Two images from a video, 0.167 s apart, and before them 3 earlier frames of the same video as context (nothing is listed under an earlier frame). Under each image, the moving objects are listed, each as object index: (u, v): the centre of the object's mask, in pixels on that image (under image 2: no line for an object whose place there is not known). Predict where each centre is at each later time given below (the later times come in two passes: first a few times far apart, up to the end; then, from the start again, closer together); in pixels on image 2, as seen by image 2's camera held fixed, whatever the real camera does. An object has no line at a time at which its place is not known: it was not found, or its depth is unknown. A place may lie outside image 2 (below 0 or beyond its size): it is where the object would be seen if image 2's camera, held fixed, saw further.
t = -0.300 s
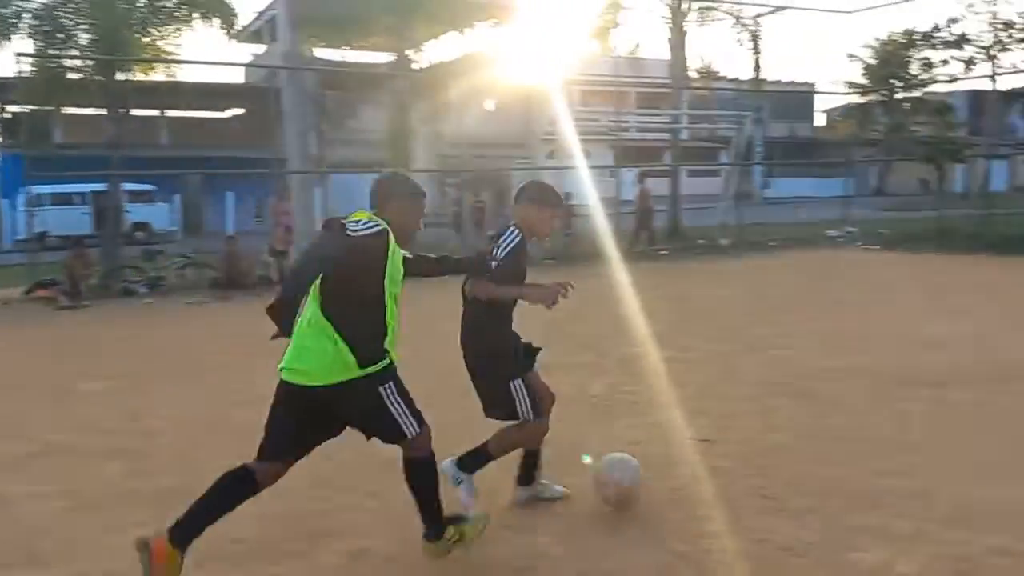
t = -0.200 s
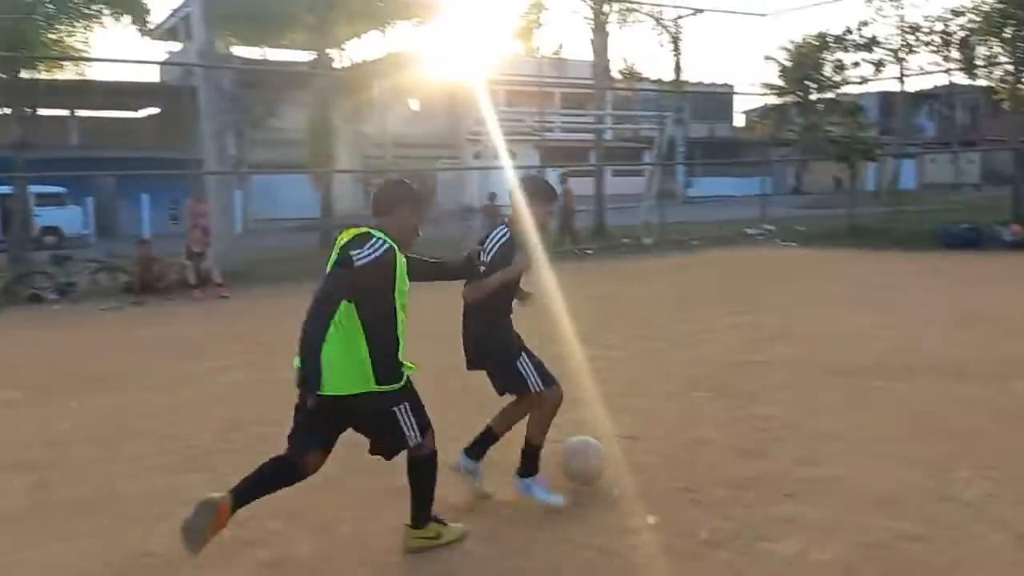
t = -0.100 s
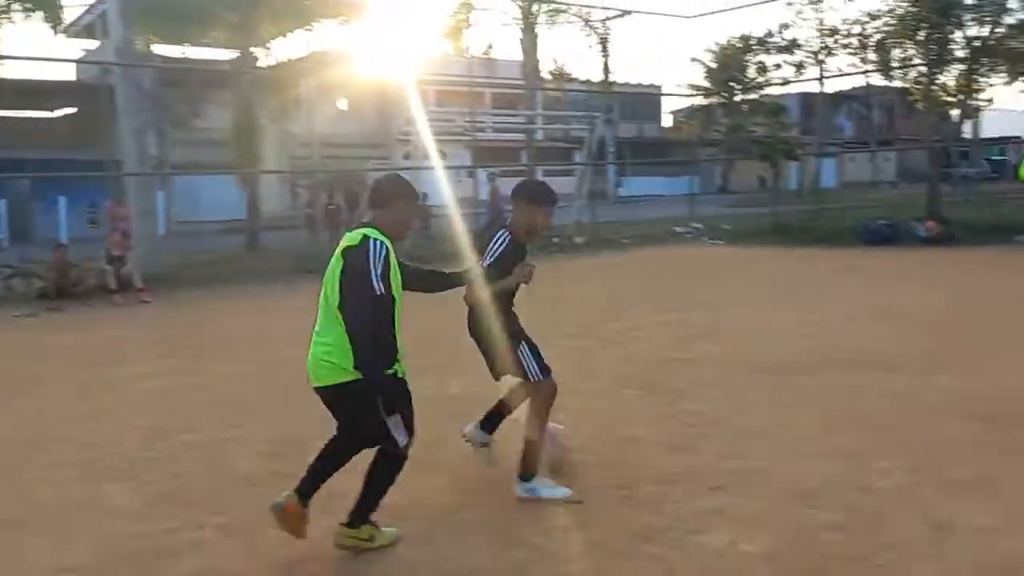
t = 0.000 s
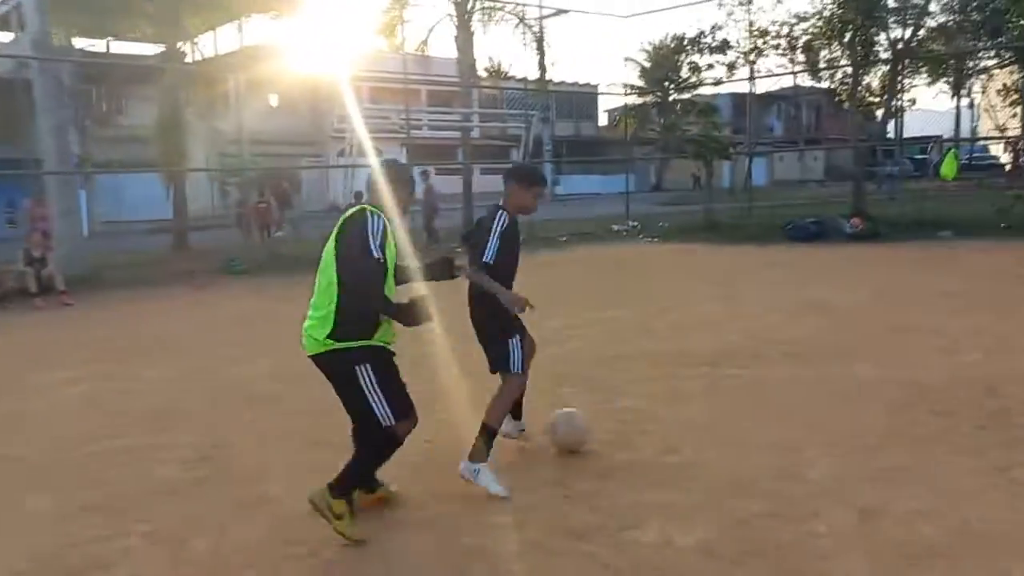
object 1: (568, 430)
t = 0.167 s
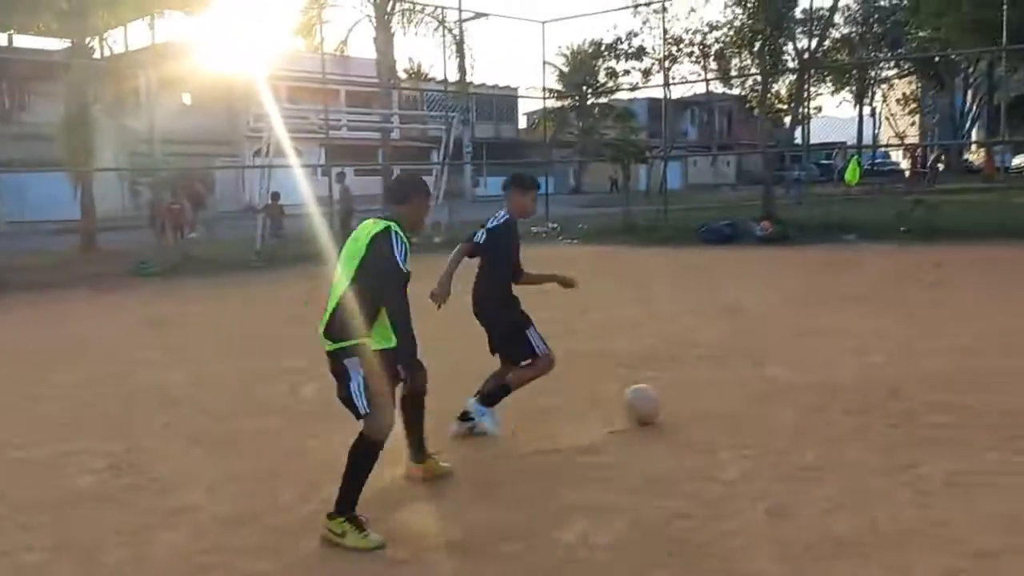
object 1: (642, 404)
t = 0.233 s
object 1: (687, 395)
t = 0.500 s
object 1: (797, 360)
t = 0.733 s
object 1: (871, 342)
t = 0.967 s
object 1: (936, 328)
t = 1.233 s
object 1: (999, 314)
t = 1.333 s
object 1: (1018, 311)
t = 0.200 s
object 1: (666, 399)
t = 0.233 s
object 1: (687, 395)
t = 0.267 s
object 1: (706, 390)
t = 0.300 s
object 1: (725, 385)
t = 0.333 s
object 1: (736, 380)
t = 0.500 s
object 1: (797, 360)
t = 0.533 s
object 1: (809, 356)
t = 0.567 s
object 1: (820, 352)
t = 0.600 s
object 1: (831, 348)
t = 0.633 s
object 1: (842, 345)
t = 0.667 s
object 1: (853, 344)
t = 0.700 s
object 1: (863, 345)
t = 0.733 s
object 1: (871, 342)
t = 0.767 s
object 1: (881, 338)
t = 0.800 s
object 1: (890, 334)
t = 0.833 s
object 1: (899, 332)
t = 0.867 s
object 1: (908, 332)
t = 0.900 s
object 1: (917, 332)
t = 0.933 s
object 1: (926, 330)
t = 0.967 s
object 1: (936, 328)
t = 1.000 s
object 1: (945, 327)
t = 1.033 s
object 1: (953, 325)
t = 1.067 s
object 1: (961, 323)
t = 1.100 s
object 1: (969, 321)
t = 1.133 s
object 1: (977, 319)
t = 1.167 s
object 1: (984, 317)
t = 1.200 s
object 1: (991, 316)
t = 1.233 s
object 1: (999, 314)
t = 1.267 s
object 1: (1005, 313)
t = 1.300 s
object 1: (1012, 312)
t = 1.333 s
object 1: (1018, 311)
